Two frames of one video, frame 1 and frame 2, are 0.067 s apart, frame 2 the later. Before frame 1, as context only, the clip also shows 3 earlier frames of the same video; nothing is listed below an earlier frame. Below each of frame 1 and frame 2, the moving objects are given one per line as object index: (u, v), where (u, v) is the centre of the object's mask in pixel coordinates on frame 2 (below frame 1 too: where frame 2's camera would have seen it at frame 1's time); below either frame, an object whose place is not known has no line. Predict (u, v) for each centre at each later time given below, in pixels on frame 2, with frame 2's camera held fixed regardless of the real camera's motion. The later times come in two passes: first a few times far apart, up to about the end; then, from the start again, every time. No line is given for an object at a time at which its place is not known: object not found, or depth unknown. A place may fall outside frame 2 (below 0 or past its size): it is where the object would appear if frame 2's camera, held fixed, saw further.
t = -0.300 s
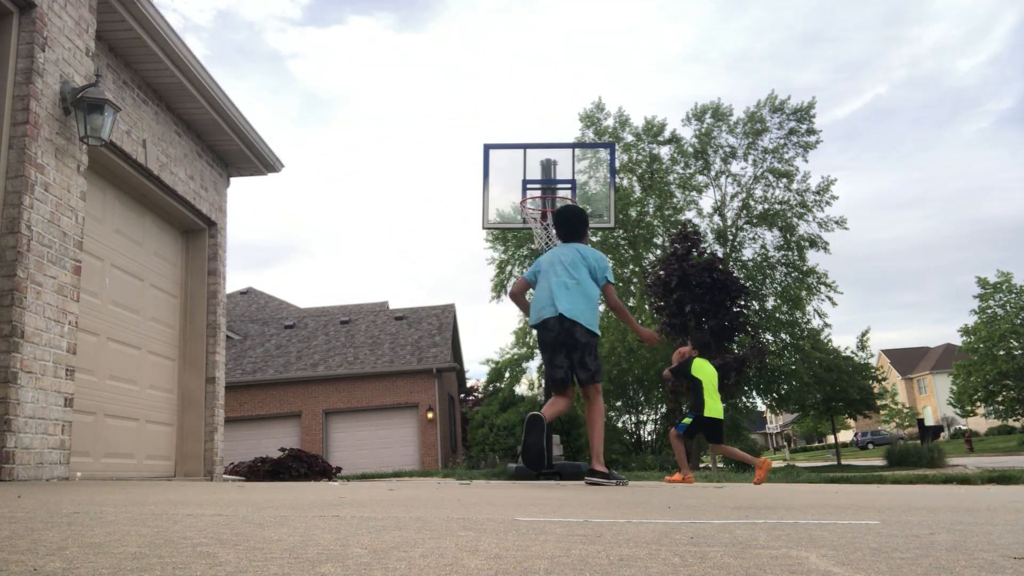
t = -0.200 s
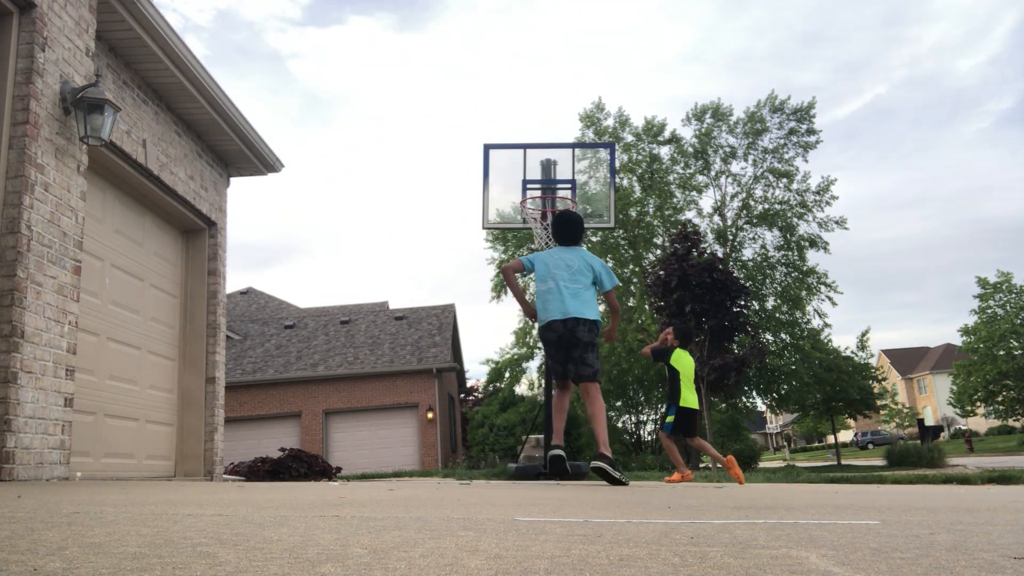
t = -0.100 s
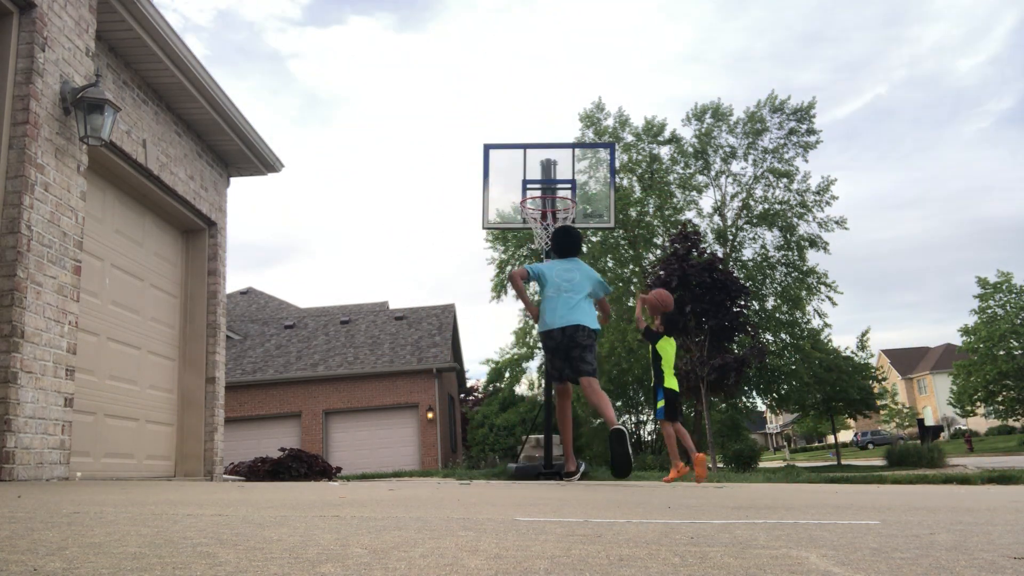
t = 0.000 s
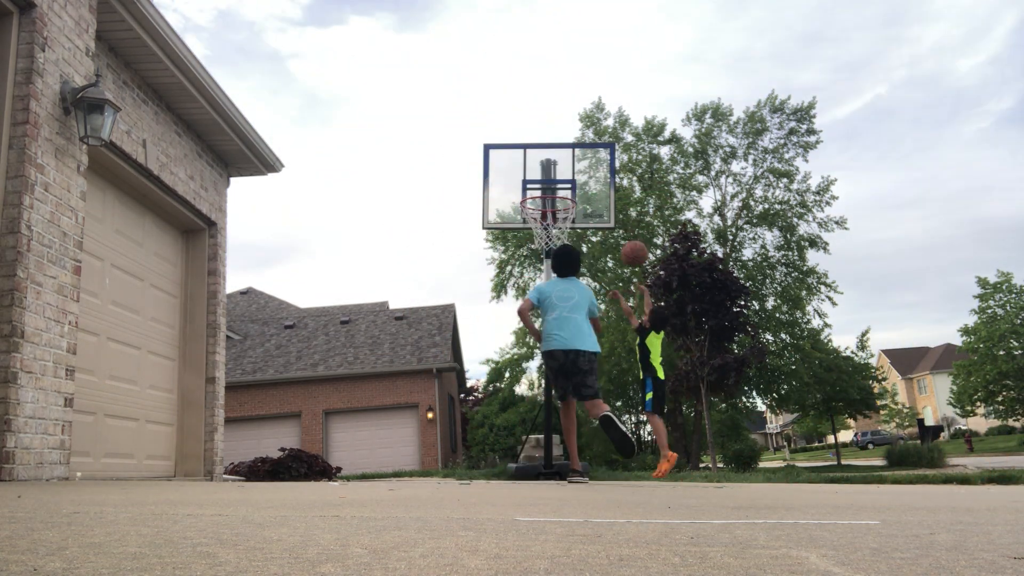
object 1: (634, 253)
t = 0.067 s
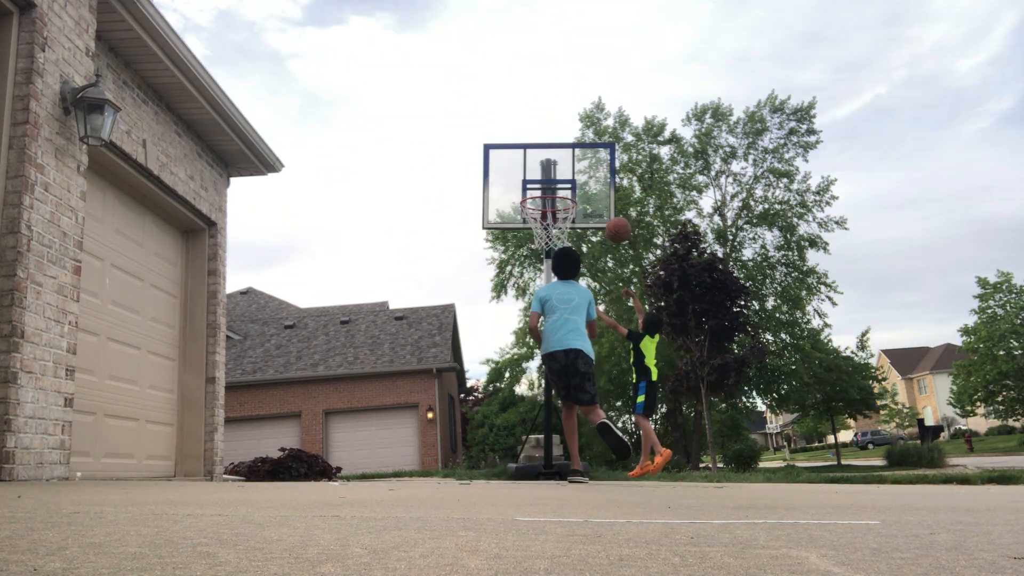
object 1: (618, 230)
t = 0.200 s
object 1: (589, 200)
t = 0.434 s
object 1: (565, 187)
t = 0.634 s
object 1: (544, 213)
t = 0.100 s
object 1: (610, 220)
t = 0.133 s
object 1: (603, 212)
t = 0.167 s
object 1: (595, 205)
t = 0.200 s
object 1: (589, 200)
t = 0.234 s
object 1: (584, 195)
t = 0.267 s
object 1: (580, 191)
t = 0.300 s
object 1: (577, 189)
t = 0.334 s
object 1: (574, 187)
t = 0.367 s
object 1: (571, 186)
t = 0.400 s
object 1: (568, 186)
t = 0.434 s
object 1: (565, 187)
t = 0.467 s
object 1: (563, 189)
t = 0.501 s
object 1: (560, 192)
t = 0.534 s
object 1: (556, 197)
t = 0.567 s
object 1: (552, 204)
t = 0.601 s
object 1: (550, 208)
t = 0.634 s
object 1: (544, 213)
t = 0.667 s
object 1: (542, 221)
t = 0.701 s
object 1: (539, 229)
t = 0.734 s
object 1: (537, 238)
